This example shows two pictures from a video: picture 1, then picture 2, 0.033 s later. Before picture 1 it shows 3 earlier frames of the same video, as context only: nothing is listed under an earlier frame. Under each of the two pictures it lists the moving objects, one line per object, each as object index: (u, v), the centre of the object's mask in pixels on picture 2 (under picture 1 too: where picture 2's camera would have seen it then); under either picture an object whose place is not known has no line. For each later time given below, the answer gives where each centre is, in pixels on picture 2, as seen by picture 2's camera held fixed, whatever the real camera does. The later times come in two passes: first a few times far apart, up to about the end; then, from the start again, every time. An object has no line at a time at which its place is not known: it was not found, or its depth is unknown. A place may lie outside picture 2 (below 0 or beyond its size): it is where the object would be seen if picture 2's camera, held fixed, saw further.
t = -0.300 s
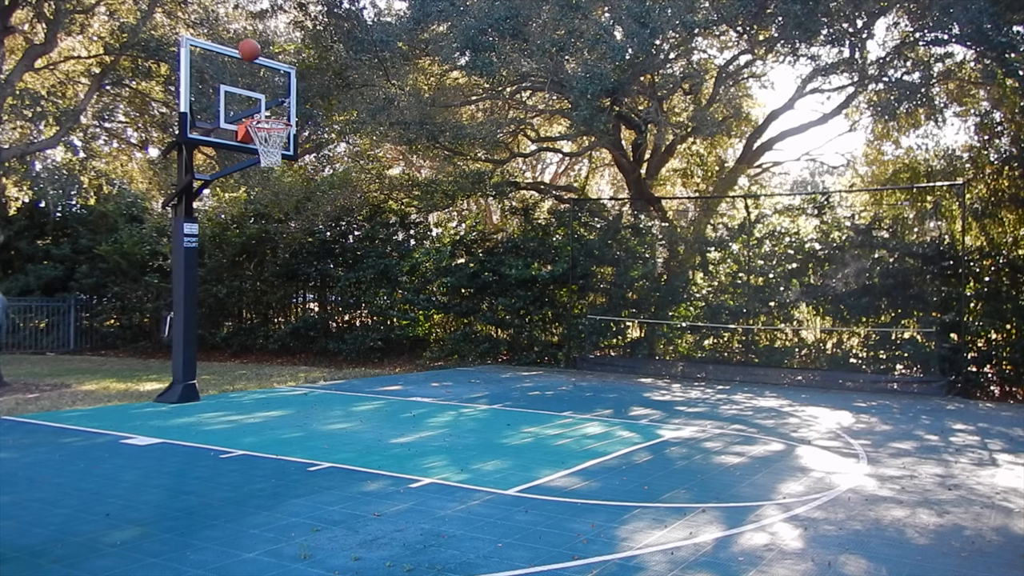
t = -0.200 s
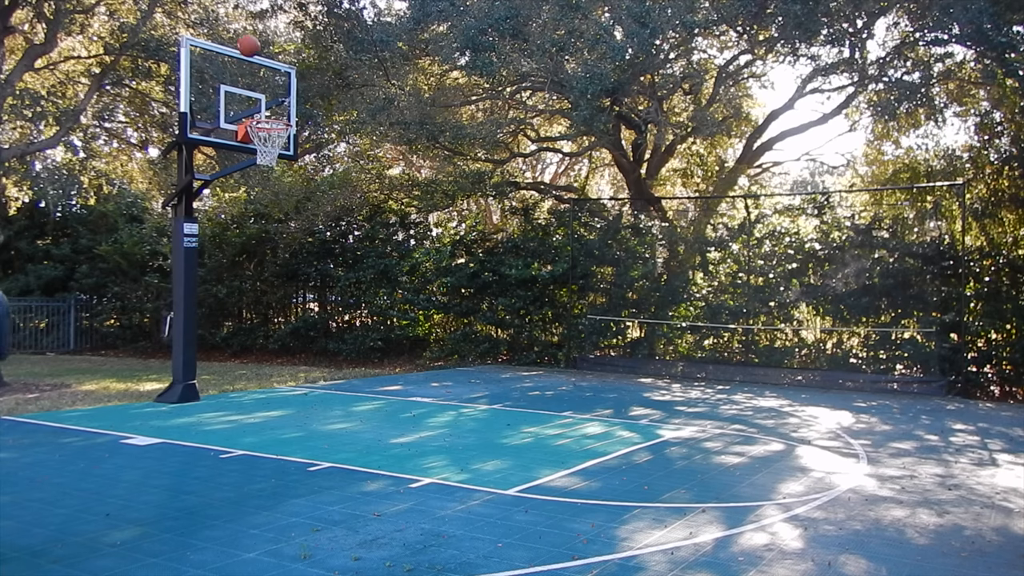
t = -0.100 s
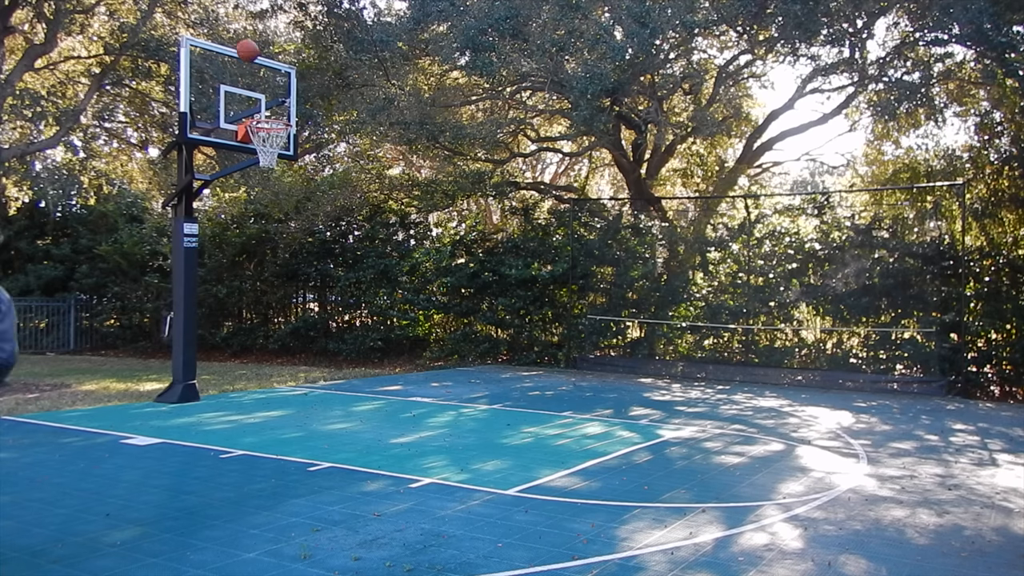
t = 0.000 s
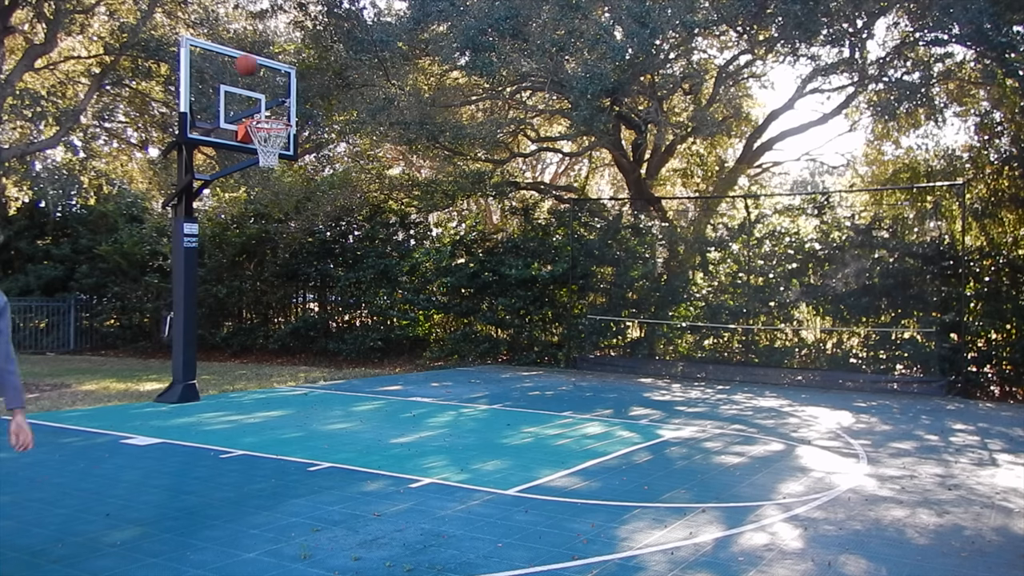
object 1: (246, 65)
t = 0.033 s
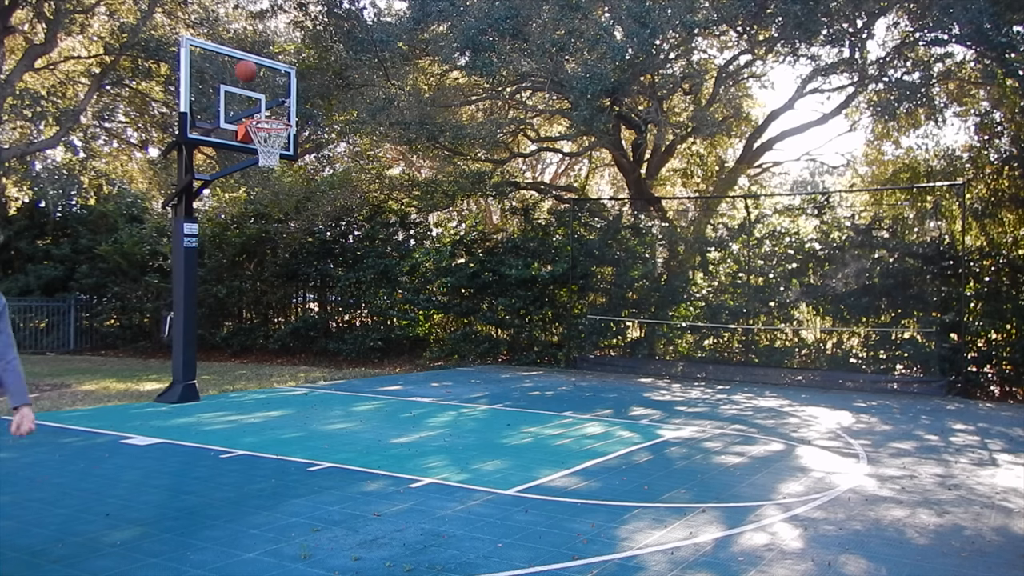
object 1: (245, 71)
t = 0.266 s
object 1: (240, 95)
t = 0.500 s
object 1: (248, 78)
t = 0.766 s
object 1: (261, 112)
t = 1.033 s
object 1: (265, 122)
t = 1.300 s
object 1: (275, 152)
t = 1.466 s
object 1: (276, 180)
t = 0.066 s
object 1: (245, 78)
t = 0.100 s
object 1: (245, 87)
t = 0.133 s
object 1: (245, 97)
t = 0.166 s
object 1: (244, 107)
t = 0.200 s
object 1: (244, 111)
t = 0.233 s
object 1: (242, 104)
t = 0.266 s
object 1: (240, 95)
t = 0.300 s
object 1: (239, 89)
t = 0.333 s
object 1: (241, 84)
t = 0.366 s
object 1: (243, 81)
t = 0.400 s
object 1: (244, 79)
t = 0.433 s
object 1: (245, 77)
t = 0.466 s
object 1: (247, 77)
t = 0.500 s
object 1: (248, 78)
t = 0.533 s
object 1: (250, 79)
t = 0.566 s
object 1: (251, 81)
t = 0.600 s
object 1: (253, 85)
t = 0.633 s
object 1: (255, 90)
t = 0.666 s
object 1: (256, 95)
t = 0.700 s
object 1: (258, 102)
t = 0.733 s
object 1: (259, 109)
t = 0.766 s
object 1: (261, 112)
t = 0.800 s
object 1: (264, 112)
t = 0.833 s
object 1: (268, 113)
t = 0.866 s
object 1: (271, 115)
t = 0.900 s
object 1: (274, 123)
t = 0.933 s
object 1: (273, 123)
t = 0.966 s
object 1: (271, 121)
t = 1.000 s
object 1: (268, 122)
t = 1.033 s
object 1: (265, 122)
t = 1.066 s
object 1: (262, 123)
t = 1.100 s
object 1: (260, 125)
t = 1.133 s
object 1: (262, 129)
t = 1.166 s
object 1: (266, 132)
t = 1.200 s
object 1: (267, 136)
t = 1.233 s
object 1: (271, 142)
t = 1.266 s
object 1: (273, 145)
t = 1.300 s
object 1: (275, 152)
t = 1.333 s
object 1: (275, 163)
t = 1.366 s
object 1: (275, 166)
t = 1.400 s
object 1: (275, 169)
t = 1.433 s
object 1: (276, 173)
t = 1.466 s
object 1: (276, 180)
